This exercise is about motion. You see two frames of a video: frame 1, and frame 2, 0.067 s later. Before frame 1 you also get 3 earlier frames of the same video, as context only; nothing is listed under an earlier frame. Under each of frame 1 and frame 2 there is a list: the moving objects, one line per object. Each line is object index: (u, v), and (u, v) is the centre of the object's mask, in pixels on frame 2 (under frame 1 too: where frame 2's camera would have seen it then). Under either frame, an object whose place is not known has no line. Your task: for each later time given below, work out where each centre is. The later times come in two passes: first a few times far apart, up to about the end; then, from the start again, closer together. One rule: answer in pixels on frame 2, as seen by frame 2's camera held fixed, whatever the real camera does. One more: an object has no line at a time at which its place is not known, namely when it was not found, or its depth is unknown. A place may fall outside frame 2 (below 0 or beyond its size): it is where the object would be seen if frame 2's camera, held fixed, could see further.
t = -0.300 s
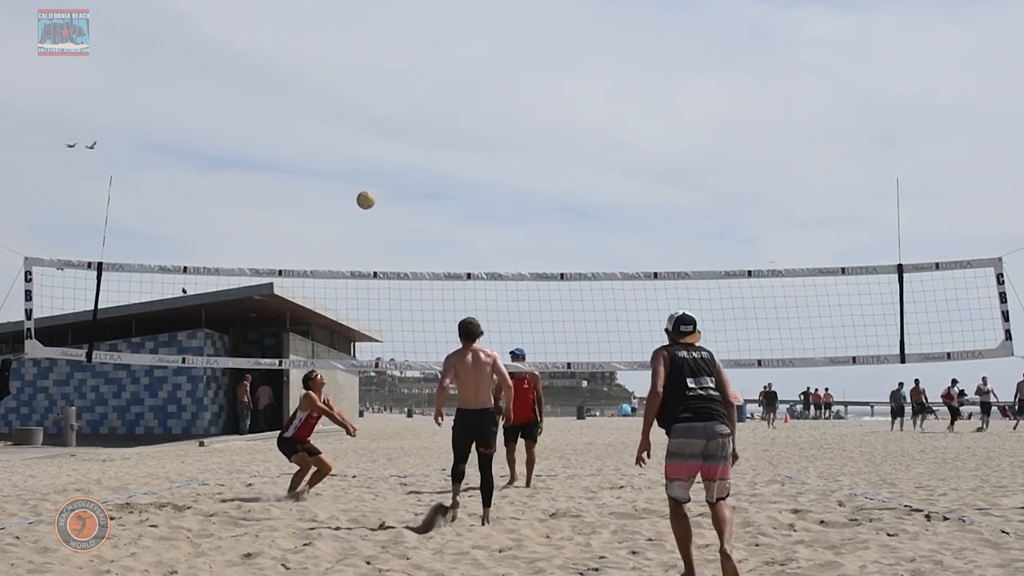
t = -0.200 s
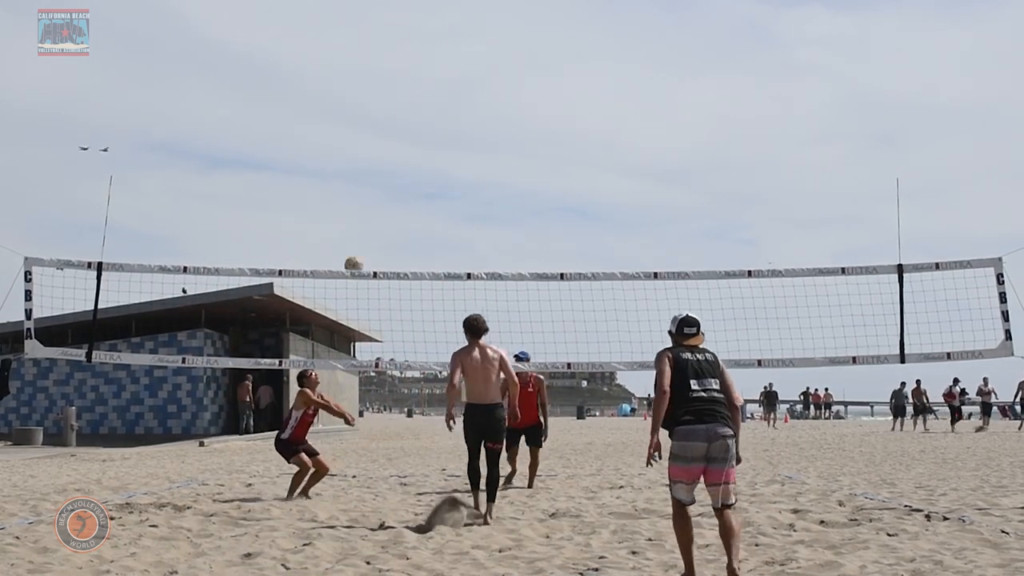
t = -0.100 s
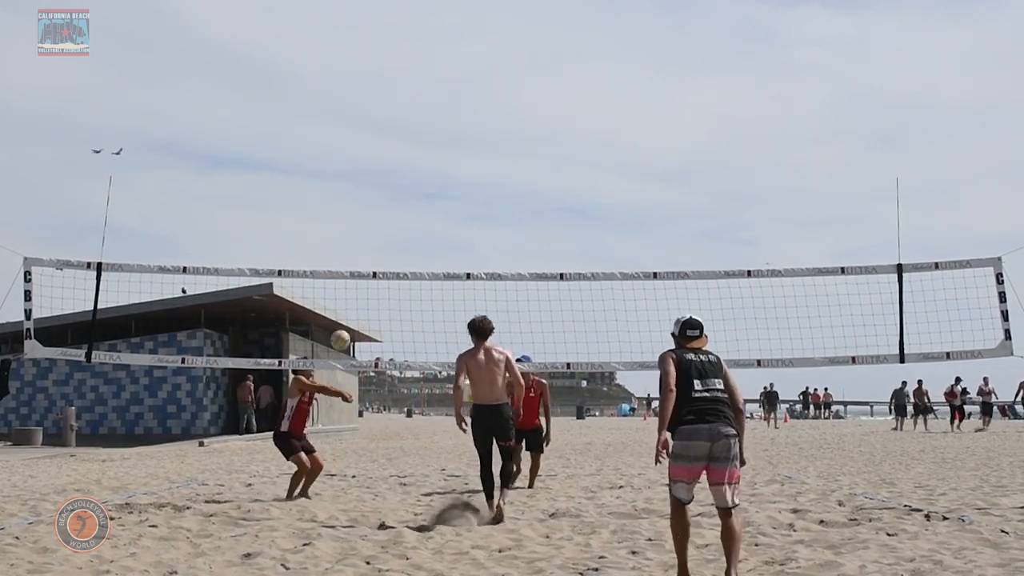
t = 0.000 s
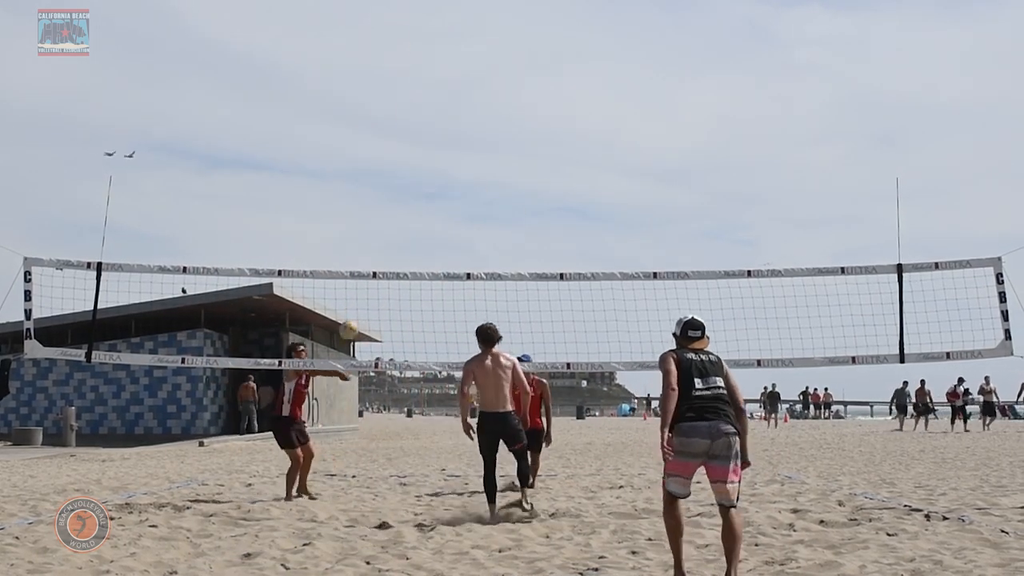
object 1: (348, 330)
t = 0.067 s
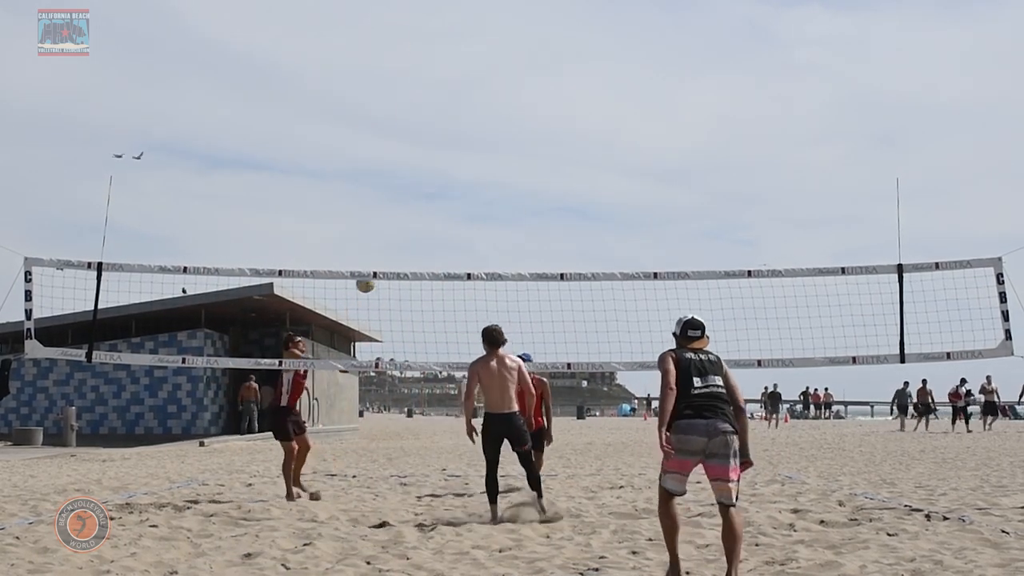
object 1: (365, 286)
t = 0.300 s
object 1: (419, 156)
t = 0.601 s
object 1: (483, 72)
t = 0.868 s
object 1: (535, 65)
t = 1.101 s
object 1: (577, 112)
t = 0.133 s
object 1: (381, 241)
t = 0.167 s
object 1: (388, 222)
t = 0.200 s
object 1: (397, 204)
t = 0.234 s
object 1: (404, 187)
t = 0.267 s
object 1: (411, 171)
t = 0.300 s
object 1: (419, 156)
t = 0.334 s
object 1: (426, 142)
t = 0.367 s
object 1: (434, 129)
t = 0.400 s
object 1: (441, 118)
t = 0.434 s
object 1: (448, 107)
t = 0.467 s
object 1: (456, 98)
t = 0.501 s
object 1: (463, 89)
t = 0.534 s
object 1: (470, 83)
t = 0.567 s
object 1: (477, 77)
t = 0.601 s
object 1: (483, 72)
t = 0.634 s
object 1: (490, 68)
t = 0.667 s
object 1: (497, 64)
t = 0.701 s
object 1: (503, 62)
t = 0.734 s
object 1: (510, 61)
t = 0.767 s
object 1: (516, 61)
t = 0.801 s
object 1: (523, 61)
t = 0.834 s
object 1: (529, 63)
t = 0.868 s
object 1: (535, 65)
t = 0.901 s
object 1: (542, 69)
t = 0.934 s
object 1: (548, 74)
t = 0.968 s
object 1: (554, 79)
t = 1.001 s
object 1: (560, 86)
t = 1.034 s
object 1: (566, 93)
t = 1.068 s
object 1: (571, 102)
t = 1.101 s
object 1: (577, 112)
